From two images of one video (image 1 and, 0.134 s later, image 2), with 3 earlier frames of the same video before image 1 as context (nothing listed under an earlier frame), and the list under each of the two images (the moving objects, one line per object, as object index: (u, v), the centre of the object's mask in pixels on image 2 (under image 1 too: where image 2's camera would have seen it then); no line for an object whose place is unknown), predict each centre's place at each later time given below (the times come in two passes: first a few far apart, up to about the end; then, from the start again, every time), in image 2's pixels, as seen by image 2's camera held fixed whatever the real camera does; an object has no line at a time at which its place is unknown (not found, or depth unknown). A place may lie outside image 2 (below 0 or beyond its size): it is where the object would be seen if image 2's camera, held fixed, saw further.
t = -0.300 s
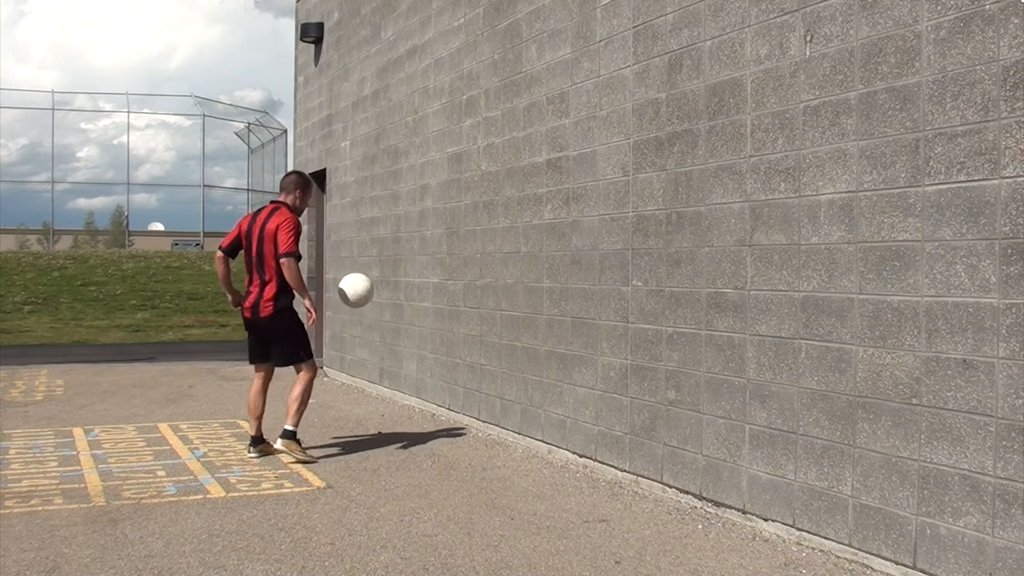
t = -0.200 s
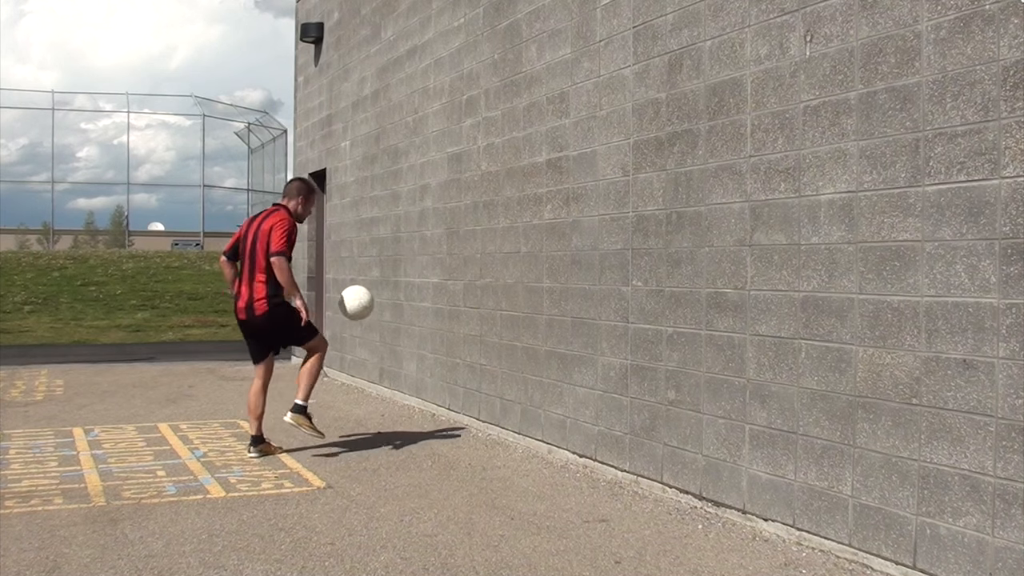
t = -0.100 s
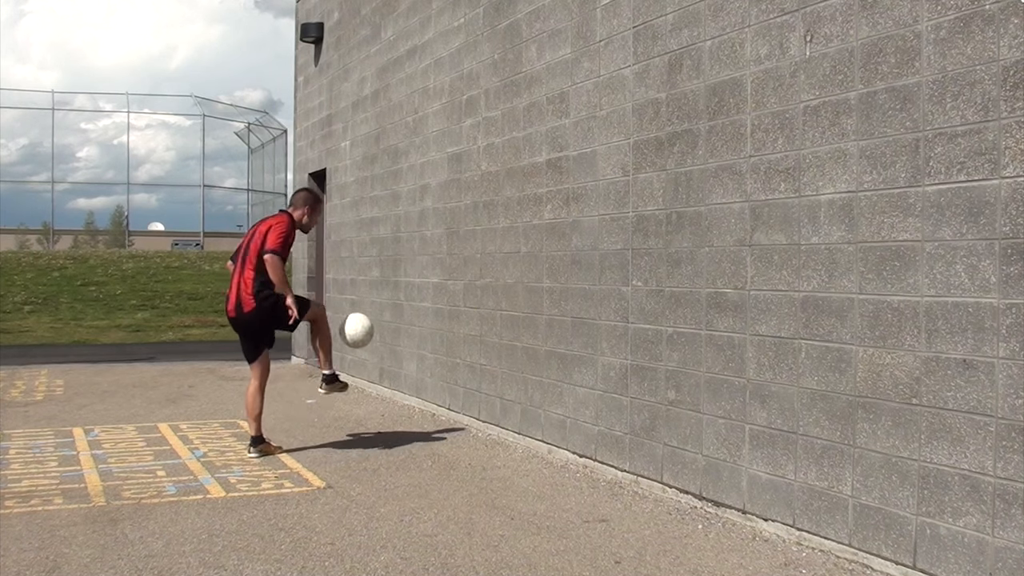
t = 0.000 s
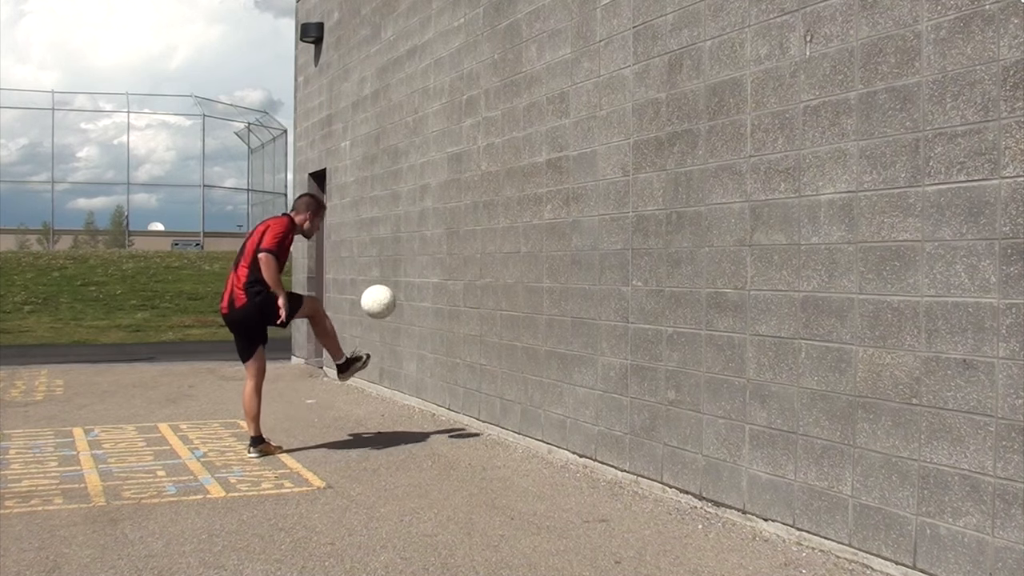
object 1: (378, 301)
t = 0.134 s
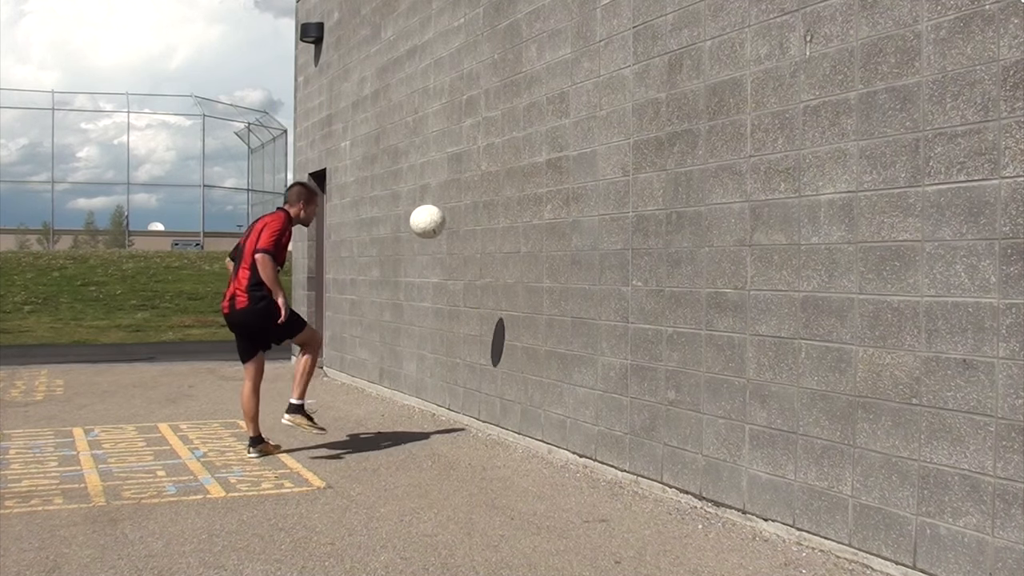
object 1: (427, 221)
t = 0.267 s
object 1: (474, 169)
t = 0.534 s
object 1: (467, 150)
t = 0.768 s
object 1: (397, 223)
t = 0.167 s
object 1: (439, 206)
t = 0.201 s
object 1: (451, 192)
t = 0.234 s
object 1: (463, 179)
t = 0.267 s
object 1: (474, 169)
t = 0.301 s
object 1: (486, 160)
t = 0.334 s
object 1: (497, 153)
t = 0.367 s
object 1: (509, 148)
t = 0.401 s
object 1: (505, 144)
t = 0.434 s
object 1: (495, 143)
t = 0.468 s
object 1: (486, 144)
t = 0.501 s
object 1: (476, 146)
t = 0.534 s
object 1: (467, 150)
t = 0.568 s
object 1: (457, 155)
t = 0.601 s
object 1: (447, 162)
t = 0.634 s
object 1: (437, 171)
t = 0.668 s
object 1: (427, 182)
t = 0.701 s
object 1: (417, 194)
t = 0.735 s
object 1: (407, 207)
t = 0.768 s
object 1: (397, 223)
